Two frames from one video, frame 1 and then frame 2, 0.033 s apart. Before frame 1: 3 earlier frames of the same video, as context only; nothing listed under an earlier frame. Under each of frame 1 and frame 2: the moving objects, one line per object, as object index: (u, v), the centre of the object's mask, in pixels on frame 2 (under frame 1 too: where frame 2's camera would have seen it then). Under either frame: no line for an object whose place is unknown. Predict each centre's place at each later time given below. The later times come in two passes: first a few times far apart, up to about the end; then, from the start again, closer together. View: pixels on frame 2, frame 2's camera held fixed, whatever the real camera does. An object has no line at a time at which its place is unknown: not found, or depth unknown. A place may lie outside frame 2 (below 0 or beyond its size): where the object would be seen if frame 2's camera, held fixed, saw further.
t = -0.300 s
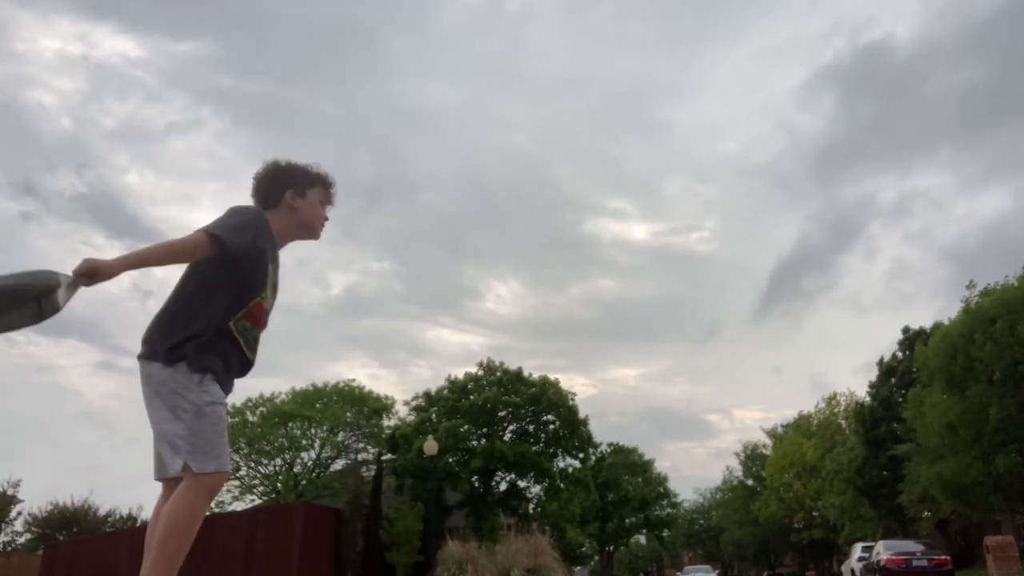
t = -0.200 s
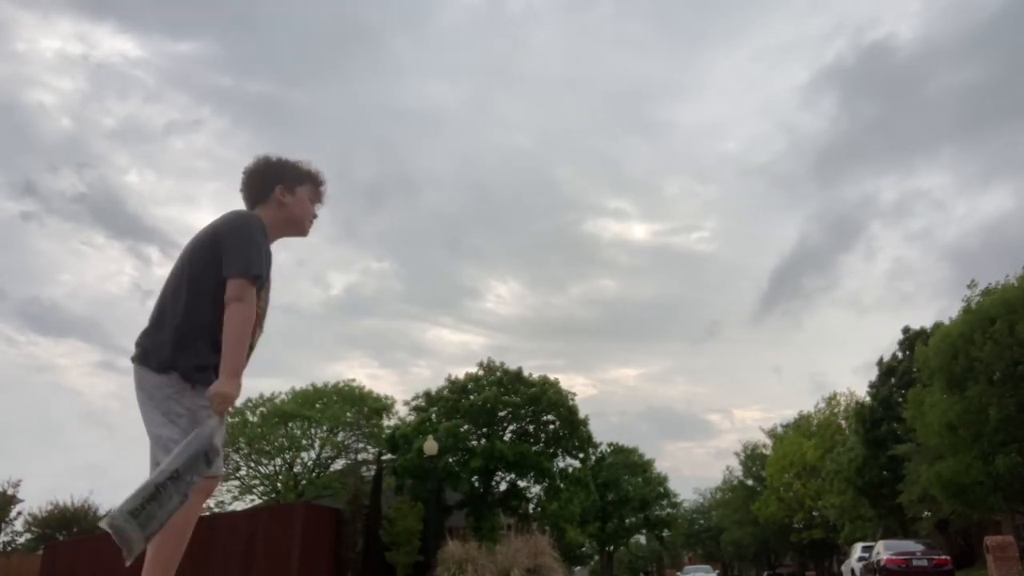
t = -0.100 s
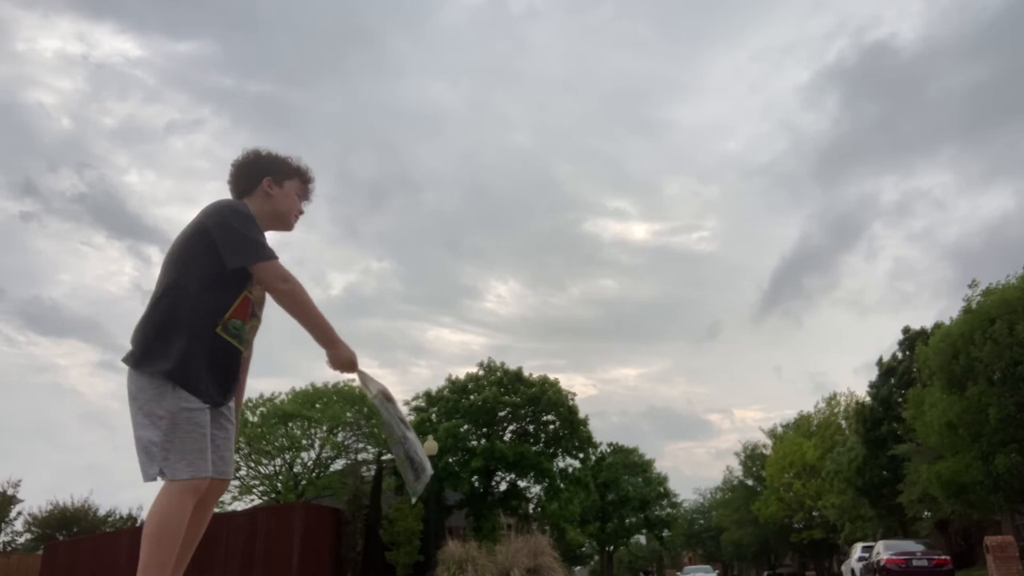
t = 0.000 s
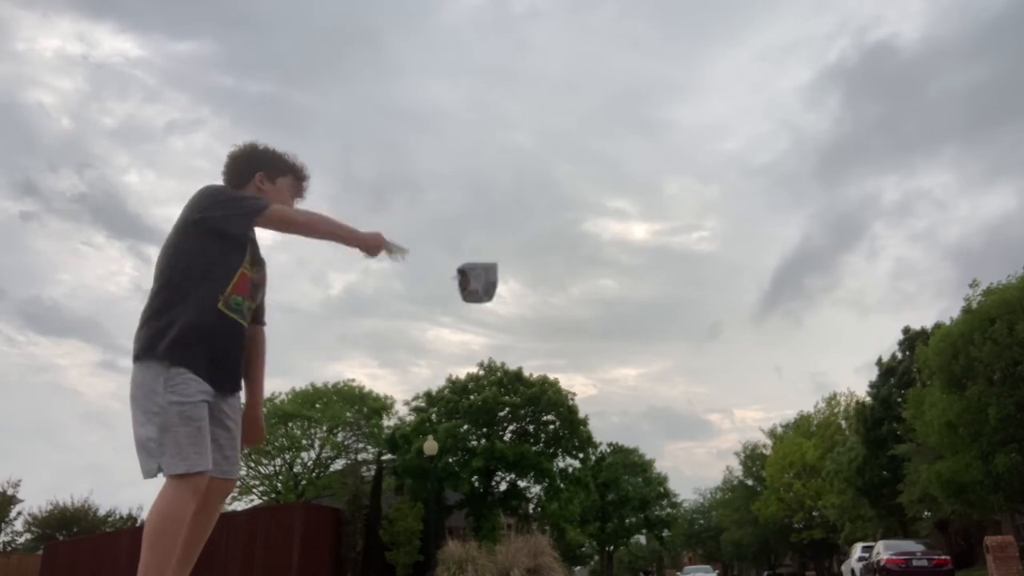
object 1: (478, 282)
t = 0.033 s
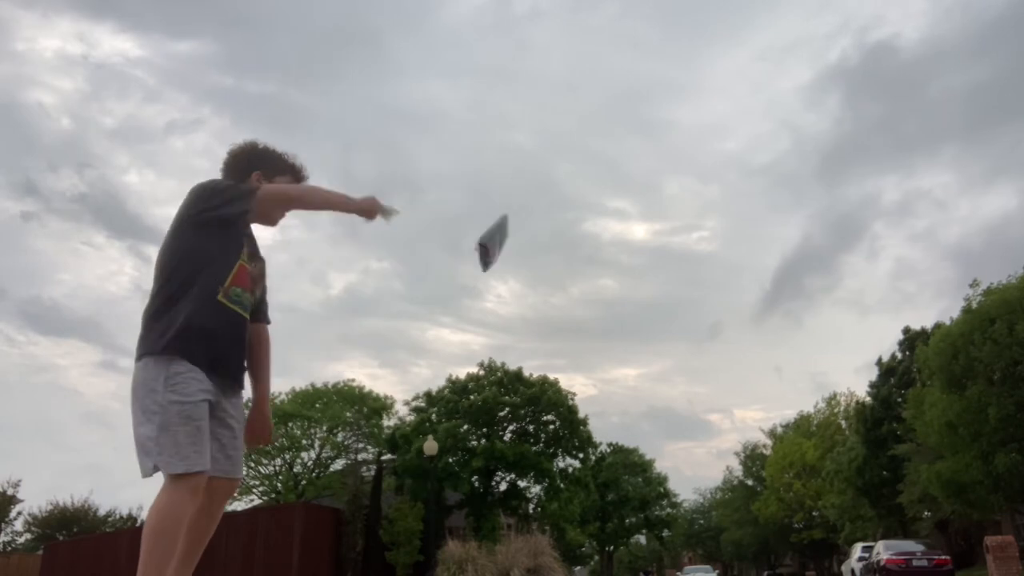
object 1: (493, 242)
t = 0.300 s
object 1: (576, 101)
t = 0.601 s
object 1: (640, 128)
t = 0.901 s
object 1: (702, 274)
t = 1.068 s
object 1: (741, 398)
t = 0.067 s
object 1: (507, 212)
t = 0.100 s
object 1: (520, 185)
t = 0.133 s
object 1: (531, 162)
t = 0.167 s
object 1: (541, 142)
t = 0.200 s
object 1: (551, 126)
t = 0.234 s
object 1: (559, 114)
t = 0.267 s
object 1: (568, 106)
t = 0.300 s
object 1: (576, 101)
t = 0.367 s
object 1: (592, 94)
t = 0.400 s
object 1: (599, 94)
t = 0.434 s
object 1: (606, 97)
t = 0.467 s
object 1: (614, 100)
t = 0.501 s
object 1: (620, 104)
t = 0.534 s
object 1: (626, 110)
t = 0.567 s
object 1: (633, 118)
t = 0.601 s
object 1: (640, 128)
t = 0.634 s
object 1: (646, 140)
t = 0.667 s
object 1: (653, 153)
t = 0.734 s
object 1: (666, 181)
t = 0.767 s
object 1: (673, 197)
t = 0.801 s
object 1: (680, 215)
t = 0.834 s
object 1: (687, 234)
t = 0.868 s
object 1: (694, 255)
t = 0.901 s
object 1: (702, 274)
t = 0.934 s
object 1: (709, 296)
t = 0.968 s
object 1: (716, 318)
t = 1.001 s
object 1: (724, 344)
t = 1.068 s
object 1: (741, 398)
